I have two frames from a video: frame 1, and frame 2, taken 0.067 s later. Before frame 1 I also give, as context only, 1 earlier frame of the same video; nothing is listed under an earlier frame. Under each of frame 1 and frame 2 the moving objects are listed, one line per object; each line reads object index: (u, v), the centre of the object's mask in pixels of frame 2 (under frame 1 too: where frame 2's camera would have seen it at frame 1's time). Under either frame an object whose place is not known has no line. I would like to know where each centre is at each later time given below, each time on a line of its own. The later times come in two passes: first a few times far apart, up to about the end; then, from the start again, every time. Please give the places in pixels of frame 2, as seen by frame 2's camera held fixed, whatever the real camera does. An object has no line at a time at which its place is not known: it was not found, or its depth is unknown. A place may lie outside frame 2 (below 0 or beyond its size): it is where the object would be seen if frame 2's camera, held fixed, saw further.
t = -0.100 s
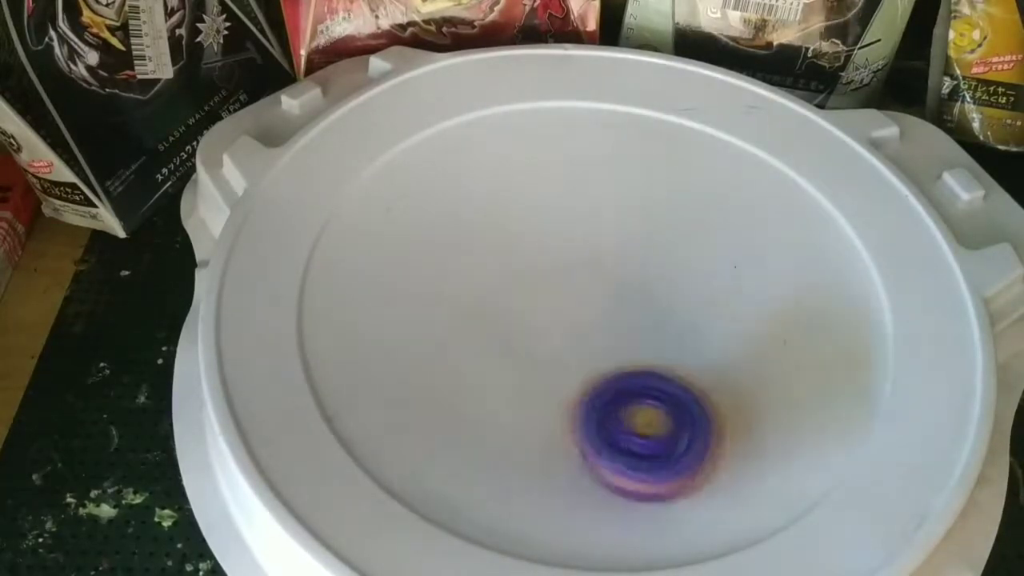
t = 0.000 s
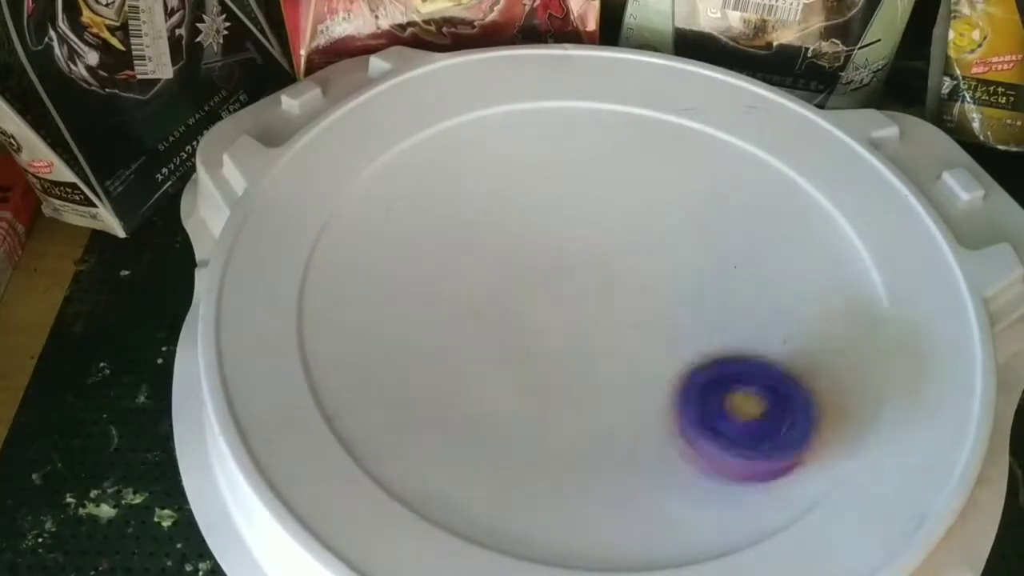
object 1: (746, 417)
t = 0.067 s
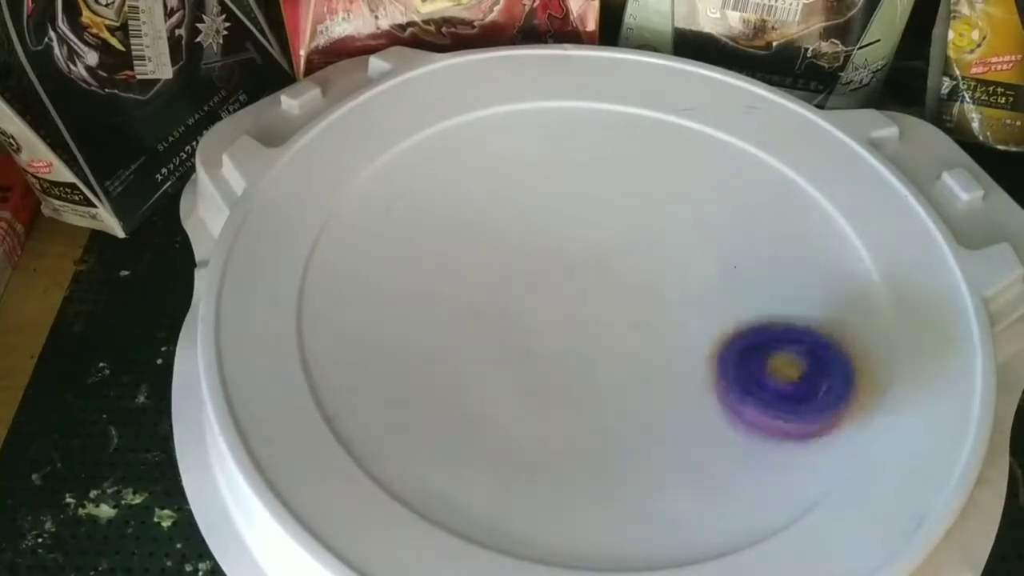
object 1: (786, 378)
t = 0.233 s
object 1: (756, 263)
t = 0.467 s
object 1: (573, 204)
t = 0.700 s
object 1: (428, 291)
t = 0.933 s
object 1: (539, 425)
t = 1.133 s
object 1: (703, 360)
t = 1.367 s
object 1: (683, 213)
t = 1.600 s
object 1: (529, 176)
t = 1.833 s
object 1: (477, 310)
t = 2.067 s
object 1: (663, 389)
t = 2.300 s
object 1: (772, 282)
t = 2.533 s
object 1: (634, 199)
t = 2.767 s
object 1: (486, 269)
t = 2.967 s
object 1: (488, 389)
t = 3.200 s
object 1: (677, 403)
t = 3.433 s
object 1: (690, 263)
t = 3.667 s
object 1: (557, 192)
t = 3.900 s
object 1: (453, 274)
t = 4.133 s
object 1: (592, 372)
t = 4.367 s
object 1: (738, 308)
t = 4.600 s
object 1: (678, 200)
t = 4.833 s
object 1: (530, 234)
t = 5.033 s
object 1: (499, 340)
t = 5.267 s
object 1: (638, 417)
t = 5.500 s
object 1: (715, 312)
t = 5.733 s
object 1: (608, 216)
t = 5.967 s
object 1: (473, 240)
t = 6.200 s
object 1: (523, 352)
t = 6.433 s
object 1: (686, 340)
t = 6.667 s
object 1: (704, 231)
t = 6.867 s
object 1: (592, 203)
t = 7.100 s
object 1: (507, 294)
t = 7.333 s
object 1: (593, 397)
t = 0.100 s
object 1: (794, 355)
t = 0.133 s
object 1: (794, 329)
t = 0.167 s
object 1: (786, 306)
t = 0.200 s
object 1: (774, 284)
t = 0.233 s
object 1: (756, 263)
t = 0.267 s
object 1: (736, 245)
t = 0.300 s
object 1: (712, 230)
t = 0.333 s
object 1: (684, 219)
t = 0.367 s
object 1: (658, 210)
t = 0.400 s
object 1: (629, 205)
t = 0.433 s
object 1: (601, 202)
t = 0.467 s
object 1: (573, 204)
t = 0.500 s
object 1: (545, 209)
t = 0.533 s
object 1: (520, 215)
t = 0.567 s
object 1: (496, 225)
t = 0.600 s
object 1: (475, 237)
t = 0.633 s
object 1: (455, 252)
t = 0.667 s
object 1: (440, 270)
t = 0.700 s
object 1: (428, 291)
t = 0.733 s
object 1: (422, 313)
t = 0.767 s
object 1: (424, 337)
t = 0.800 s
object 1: (434, 361)
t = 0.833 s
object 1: (449, 383)
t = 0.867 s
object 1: (473, 403)
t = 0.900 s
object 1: (504, 417)
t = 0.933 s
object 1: (539, 425)
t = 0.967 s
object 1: (573, 425)
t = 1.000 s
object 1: (608, 421)
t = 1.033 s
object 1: (638, 412)
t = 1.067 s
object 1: (665, 397)
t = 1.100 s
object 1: (686, 380)
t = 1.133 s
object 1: (703, 360)
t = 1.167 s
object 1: (713, 339)
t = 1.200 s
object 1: (718, 315)
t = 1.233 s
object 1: (718, 292)
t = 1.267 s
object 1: (713, 270)
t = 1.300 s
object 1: (705, 250)
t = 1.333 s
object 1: (695, 230)
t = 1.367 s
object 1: (683, 213)
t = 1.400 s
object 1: (667, 197)
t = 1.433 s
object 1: (648, 184)
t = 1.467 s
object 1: (626, 174)
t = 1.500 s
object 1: (602, 169)
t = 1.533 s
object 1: (578, 167)
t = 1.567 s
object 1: (553, 169)
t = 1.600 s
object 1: (529, 176)
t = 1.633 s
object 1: (507, 187)
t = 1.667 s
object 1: (489, 202)
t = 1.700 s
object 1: (474, 221)
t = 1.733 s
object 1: (465, 242)
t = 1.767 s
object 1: (461, 265)
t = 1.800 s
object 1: (465, 288)
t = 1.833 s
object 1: (477, 310)
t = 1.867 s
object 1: (497, 331)
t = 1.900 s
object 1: (518, 350)
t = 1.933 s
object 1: (544, 365)
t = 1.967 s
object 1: (571, 377)
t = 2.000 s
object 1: (601, 386)
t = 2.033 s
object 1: (633, 390)
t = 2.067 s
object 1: (663, 389)
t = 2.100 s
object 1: (692, 383)
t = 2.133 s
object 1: (718, 374)
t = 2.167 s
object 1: (740, 360)
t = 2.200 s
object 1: (757, 343)
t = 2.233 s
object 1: (769, 324)
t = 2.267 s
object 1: (773, 303)
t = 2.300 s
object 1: (772, 282)
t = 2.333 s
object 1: (764, 262)
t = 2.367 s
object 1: (752, 244)
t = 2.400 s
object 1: (734, 228)
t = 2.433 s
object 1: (712, 215)
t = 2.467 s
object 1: (687, 206)
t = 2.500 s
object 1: (661, 200)
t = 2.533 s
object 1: (634, 199)
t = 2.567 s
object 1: (609, 201)
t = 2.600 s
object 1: (584, 206)
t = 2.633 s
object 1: (559, 215)
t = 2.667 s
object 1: (538, 225)
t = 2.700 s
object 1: (518, 238)
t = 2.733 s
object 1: (501, 252)
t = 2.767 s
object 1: (486, 269)
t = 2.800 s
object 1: (476, 286)
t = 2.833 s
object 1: (468, 306)
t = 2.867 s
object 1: (465, 327)
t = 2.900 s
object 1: (467, 348)
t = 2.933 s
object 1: (475, 369)
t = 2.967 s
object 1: (488, 389)
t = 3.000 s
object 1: (508, 406)
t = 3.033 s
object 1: (533, 420)
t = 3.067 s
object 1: (563, 427)
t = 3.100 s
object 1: (595, 430)
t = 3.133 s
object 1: (626, 427)
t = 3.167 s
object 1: (655, 417)
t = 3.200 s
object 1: (677, 403)
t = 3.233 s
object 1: (695, 386)
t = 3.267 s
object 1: (708, 366)
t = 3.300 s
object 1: (713, 345)
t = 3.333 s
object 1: (713, 323)
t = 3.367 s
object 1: (710, 302)
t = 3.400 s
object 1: (701, 282)
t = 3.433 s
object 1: (690, 263)
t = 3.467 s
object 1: (677, 247)
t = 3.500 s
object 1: (662, 231)
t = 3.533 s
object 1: (645, 218)
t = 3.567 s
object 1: (625, 207)
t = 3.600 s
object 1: (604, 199)
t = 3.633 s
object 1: (581, 194)
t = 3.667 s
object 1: (557, 192)
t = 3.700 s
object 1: (535, 193)
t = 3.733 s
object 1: (513, 198)
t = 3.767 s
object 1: (494, 206)
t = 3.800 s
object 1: (477, 218)
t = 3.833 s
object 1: (464, 234)
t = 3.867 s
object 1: (455, 252)
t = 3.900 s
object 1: (453, 274)
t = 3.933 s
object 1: (457, 295)
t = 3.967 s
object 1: (469, 316)
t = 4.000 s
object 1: (487, 332)
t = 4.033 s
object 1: (509, 346)
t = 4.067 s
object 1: (535, 358)
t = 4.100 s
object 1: (565, 368)
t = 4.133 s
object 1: (592, 372)
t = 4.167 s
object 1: (620, 372)
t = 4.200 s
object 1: (647, 370)
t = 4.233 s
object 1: (673, 364)
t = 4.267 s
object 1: (696, 354)
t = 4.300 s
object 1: (715, 341)
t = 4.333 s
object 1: (729, 325)
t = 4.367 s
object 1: (738, 308)
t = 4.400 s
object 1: (743, 290)
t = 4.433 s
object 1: (743, 271)
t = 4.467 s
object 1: (739, 253)
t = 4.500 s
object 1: (730, 236)
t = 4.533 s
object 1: (718, 222)
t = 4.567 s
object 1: (701, 209)
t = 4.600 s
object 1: (678, 200)
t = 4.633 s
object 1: (656, 195)
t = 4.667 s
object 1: (632, 193)
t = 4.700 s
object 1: (609, 196)
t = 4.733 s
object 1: (586, 202)
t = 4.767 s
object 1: (566, 211)
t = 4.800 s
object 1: (547, 222)
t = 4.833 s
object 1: (530, 234)
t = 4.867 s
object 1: (516, 249)
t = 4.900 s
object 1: (504, 266)
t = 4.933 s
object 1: (496, 283)
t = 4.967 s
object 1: (494, 301)
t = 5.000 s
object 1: (495, 321)
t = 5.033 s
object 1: (499, 340)
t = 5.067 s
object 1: (507, 359)
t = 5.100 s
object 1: (517, 377)
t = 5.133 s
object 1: (534, 394)
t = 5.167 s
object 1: (556, 407)
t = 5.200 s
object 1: (582, 415)
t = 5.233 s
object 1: (611, 419)
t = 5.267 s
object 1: (638, 417)
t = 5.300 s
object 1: (664, 411)
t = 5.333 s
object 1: (686, 401)
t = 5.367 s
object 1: (703, 386)
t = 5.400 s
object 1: (713, 369)
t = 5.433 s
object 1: (718, 349)
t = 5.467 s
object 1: (718, 331)
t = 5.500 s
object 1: (715, 312)
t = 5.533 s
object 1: (708, 294)
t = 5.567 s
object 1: (696, 276)
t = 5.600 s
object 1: (681, 260)
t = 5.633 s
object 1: (665, 247)
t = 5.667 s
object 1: (650, 233)
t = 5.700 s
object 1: (629, 225)
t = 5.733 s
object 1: (608, 216)
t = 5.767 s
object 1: (587, 211)
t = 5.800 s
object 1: (567, 209)
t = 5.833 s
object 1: (547, 210)
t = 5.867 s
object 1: (526, 212)
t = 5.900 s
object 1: (507, 218)
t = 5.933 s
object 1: (489, 228)
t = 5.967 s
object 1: (473, 240)
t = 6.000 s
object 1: (464, 255)
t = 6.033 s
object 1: (458, 273)
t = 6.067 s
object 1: (459, 292)
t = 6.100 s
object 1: (467, 311)
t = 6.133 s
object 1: (480, 327)
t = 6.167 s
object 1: (500, 341)
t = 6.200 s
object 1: (523, 352)
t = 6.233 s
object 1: (545, 361)
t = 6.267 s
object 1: (570, 367)
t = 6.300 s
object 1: (598, 368)
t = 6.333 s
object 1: (623, 365)
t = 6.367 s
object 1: (648, 359)
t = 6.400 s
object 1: (669, 351)
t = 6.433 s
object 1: (686, 340)
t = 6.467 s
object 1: (700, 327)
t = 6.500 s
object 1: (711, 312)
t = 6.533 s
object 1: (719, 296)
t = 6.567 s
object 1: (721, 279)
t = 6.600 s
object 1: (720, 262)
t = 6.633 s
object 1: (713, 245)
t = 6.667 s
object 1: (704, 231)
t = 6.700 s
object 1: (690, 218)
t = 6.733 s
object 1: (673, 207)
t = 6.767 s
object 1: (657, 200)
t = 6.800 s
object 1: (636, 197)
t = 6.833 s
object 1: (614, 198)
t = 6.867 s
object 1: (592, 203)
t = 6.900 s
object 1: (572, 210)
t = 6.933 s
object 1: (556, 219)
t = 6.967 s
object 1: (540, 232)
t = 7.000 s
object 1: (527, 245)
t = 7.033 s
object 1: (518, 260)
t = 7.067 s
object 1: (510, 277)
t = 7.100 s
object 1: (507, 294)
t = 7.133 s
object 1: (509, 311)
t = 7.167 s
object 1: (515, 329)
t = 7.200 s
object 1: (525, 346)
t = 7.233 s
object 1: (537, 362)
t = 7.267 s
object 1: (552, 377)
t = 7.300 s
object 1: (573, 389)
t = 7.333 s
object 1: (593, 397)
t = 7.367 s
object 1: (617, 402)
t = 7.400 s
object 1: (643, 401)
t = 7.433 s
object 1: (665, 396)
